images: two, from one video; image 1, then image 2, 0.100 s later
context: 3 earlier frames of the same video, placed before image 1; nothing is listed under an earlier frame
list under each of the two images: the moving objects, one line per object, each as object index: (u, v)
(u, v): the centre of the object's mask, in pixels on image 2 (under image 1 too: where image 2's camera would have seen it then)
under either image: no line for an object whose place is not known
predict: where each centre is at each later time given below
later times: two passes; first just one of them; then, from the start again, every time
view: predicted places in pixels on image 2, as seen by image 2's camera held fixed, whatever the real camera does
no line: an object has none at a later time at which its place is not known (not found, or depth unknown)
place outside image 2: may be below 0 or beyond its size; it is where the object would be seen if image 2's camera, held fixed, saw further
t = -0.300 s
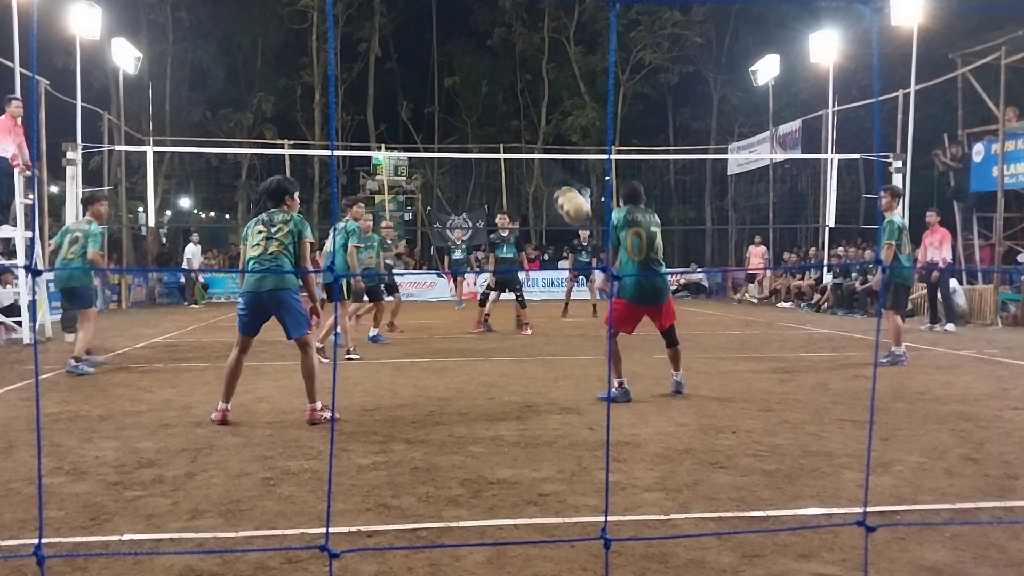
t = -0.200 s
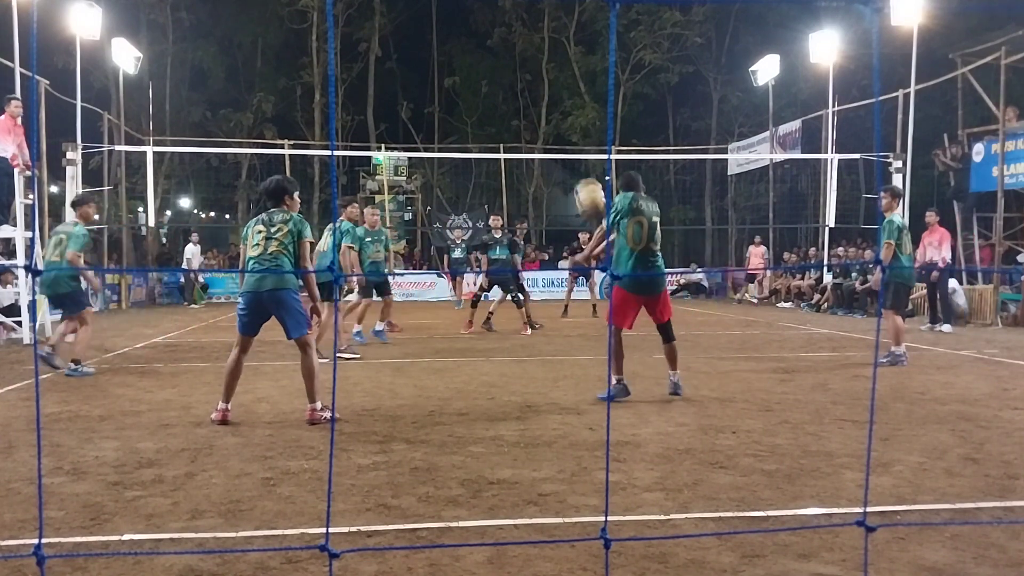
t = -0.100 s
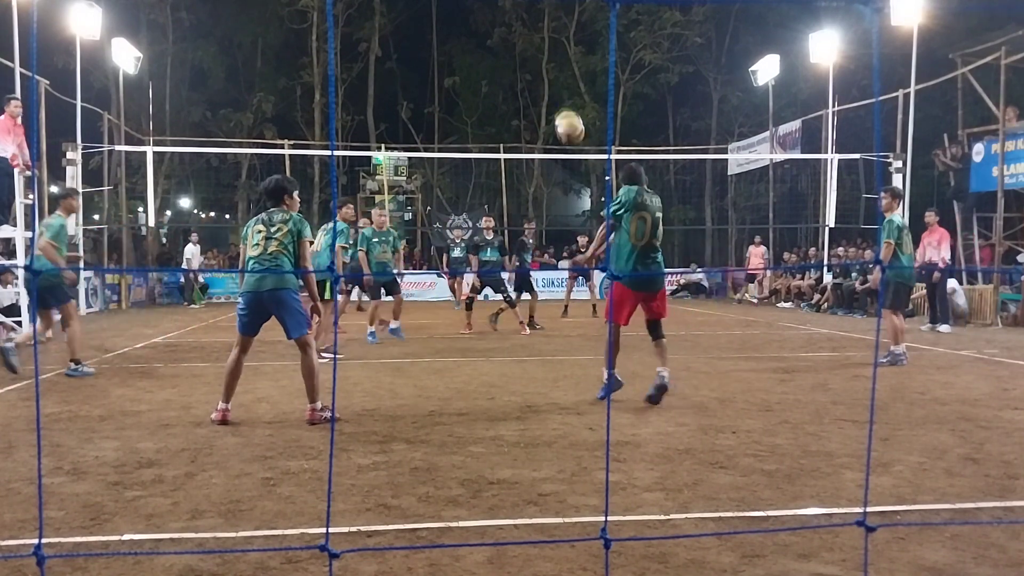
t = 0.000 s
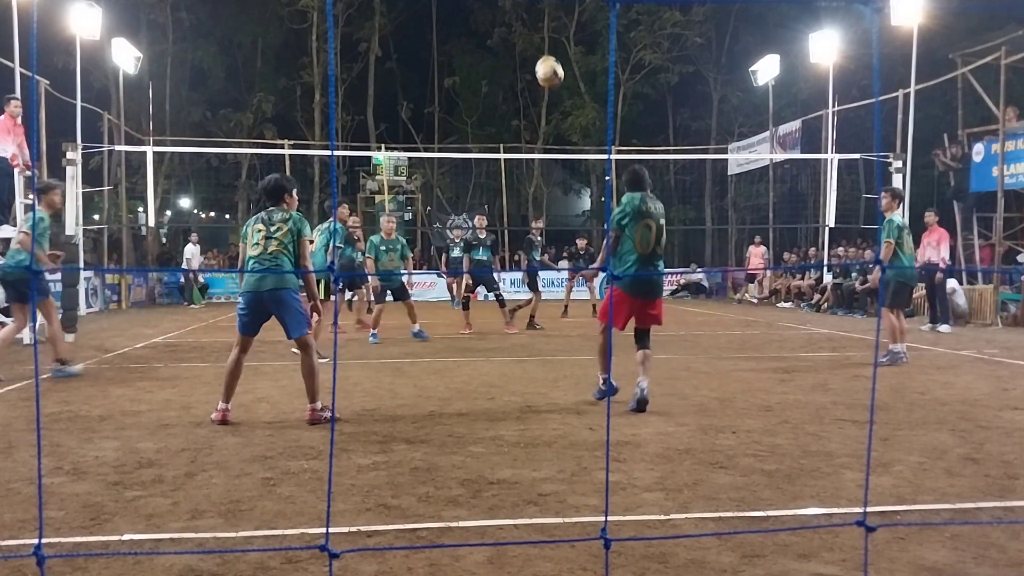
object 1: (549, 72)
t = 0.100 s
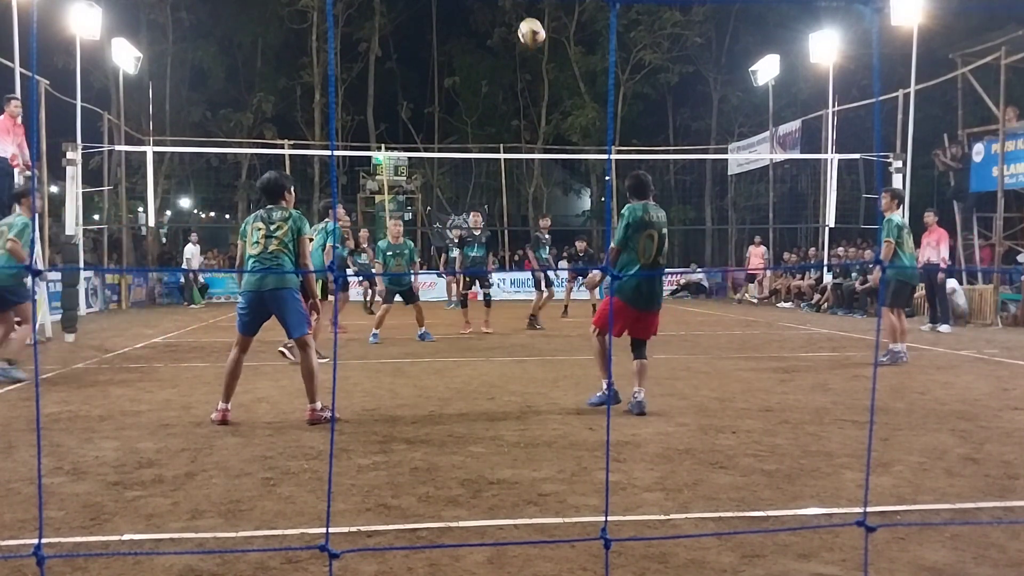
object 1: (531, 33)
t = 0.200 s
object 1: (515, 10)
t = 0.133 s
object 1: (526, 23)
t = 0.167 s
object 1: (520, 14)
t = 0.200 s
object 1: (515, 10)
